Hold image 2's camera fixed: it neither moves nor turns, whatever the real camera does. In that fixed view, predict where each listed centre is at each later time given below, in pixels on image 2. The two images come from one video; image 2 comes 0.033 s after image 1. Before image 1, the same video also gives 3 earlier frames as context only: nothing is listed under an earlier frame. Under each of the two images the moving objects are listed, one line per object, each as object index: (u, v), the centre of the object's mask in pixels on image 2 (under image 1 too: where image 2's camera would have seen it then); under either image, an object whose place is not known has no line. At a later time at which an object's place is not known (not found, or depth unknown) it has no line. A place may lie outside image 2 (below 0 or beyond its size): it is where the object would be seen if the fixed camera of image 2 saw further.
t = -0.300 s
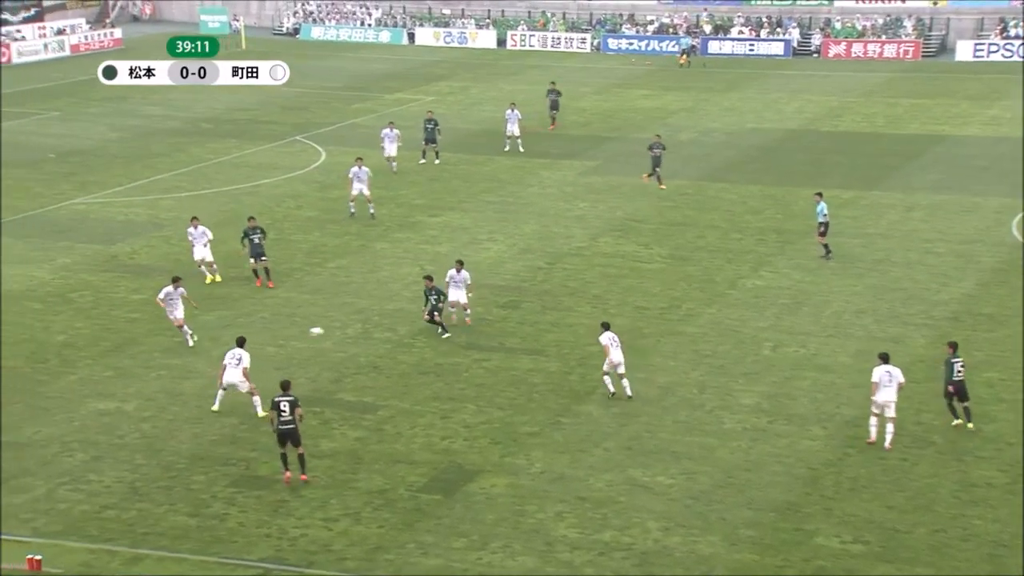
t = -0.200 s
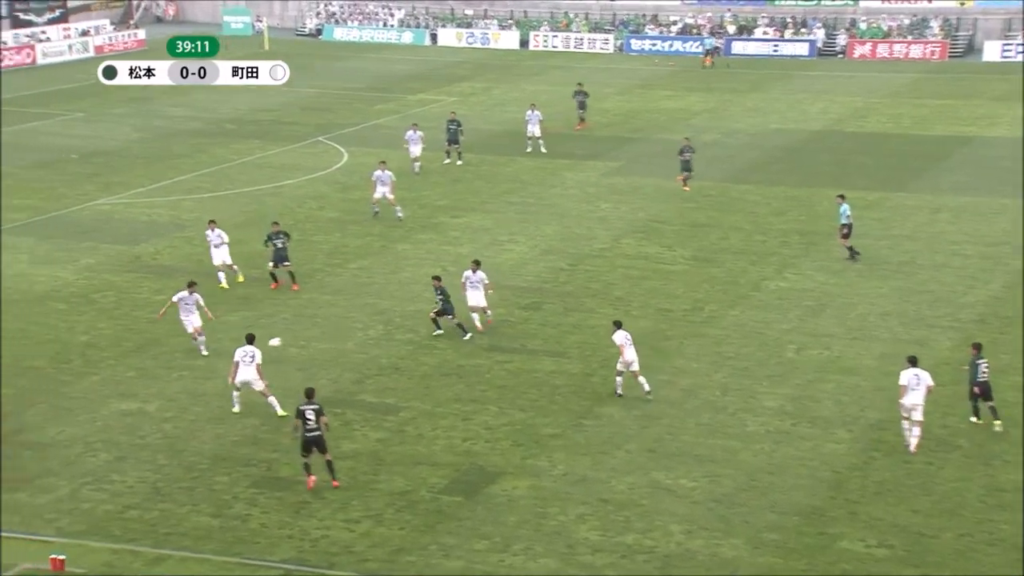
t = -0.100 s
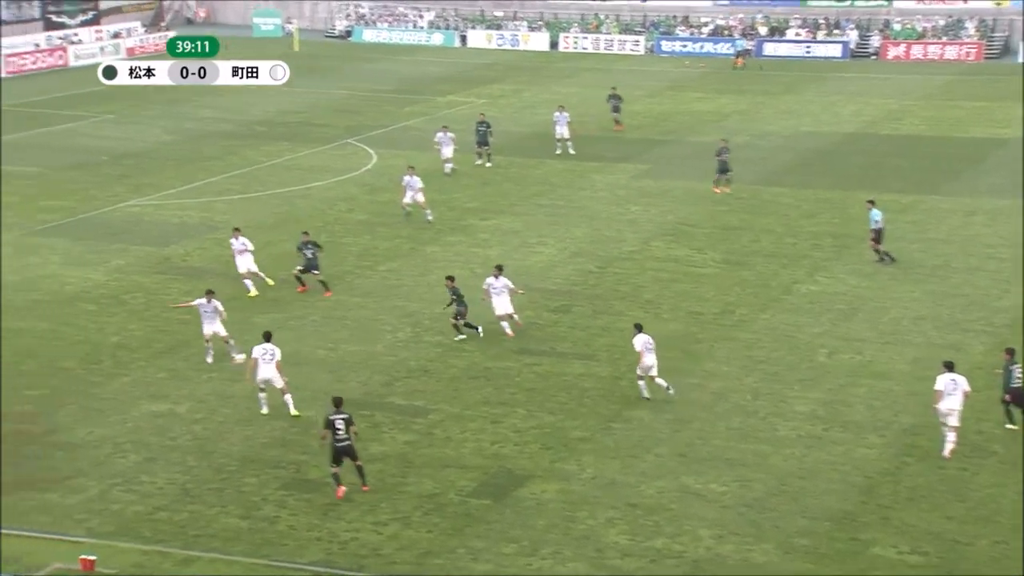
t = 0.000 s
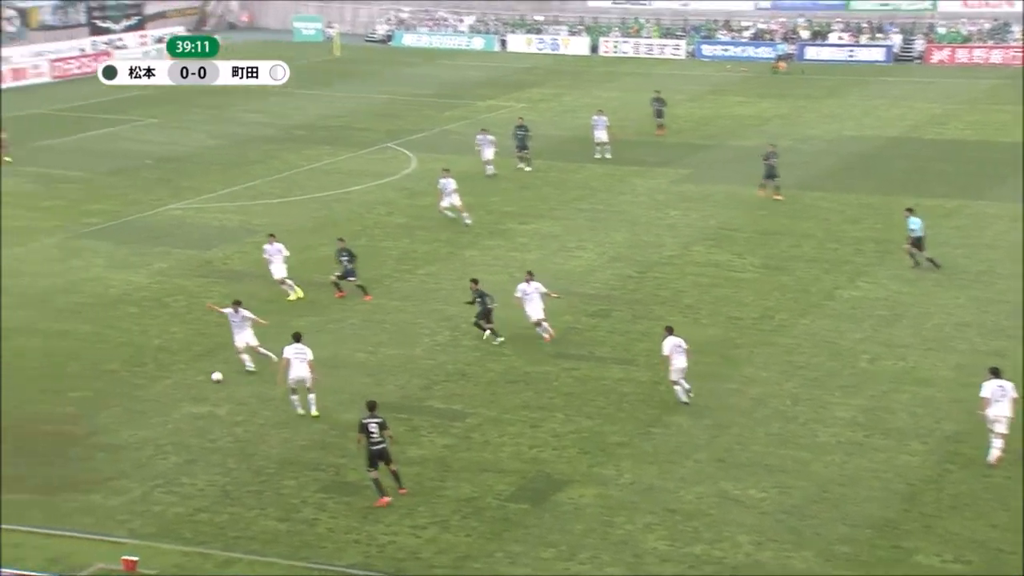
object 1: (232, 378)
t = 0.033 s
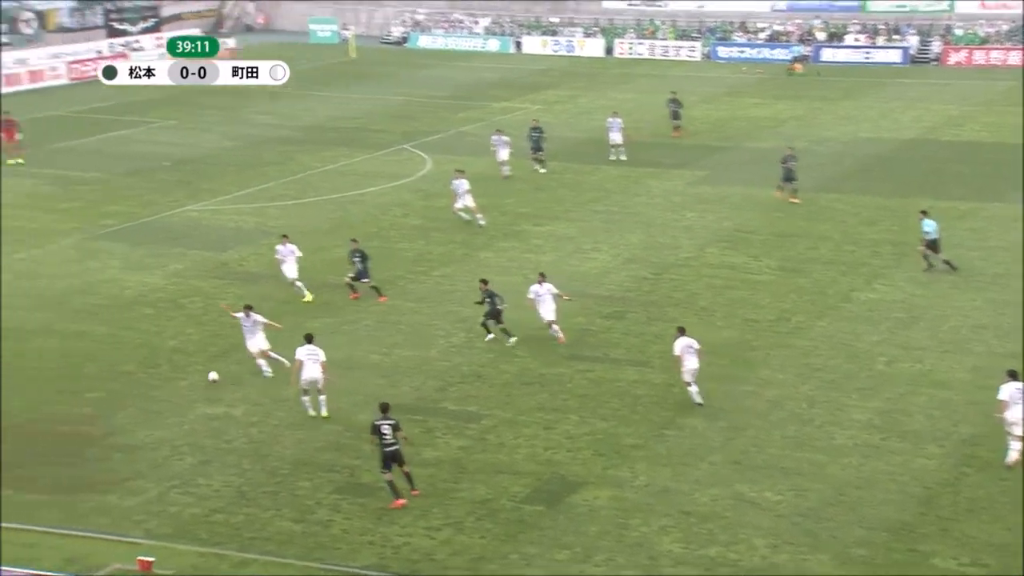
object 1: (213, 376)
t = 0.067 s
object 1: (194, 375)
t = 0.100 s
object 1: (175, 375)
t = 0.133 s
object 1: (156, 375)
